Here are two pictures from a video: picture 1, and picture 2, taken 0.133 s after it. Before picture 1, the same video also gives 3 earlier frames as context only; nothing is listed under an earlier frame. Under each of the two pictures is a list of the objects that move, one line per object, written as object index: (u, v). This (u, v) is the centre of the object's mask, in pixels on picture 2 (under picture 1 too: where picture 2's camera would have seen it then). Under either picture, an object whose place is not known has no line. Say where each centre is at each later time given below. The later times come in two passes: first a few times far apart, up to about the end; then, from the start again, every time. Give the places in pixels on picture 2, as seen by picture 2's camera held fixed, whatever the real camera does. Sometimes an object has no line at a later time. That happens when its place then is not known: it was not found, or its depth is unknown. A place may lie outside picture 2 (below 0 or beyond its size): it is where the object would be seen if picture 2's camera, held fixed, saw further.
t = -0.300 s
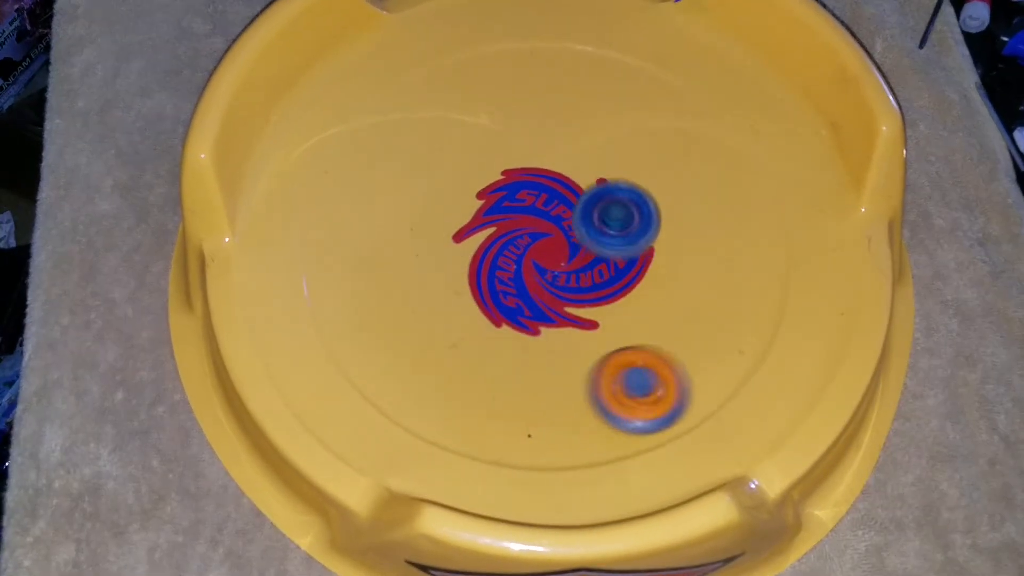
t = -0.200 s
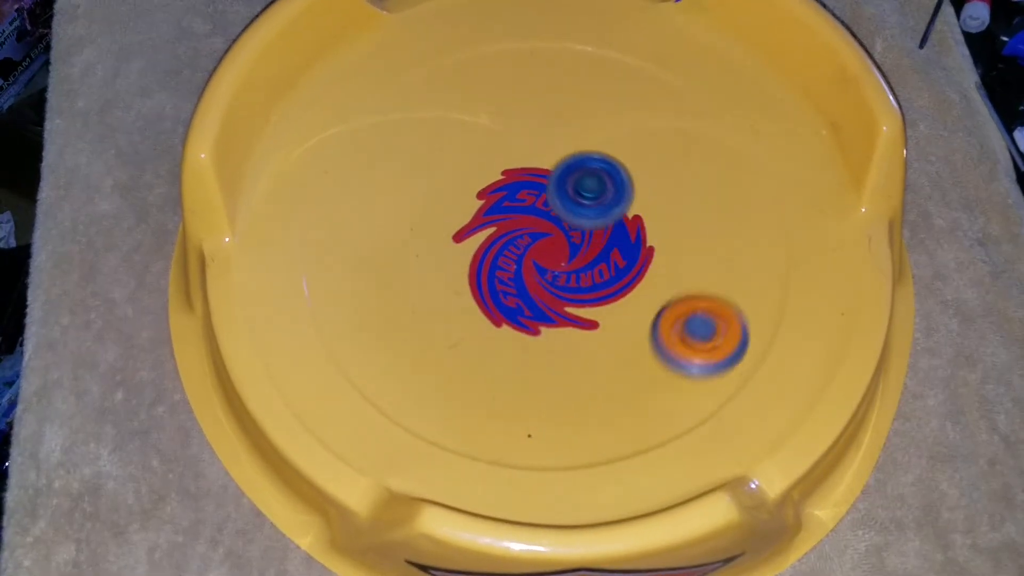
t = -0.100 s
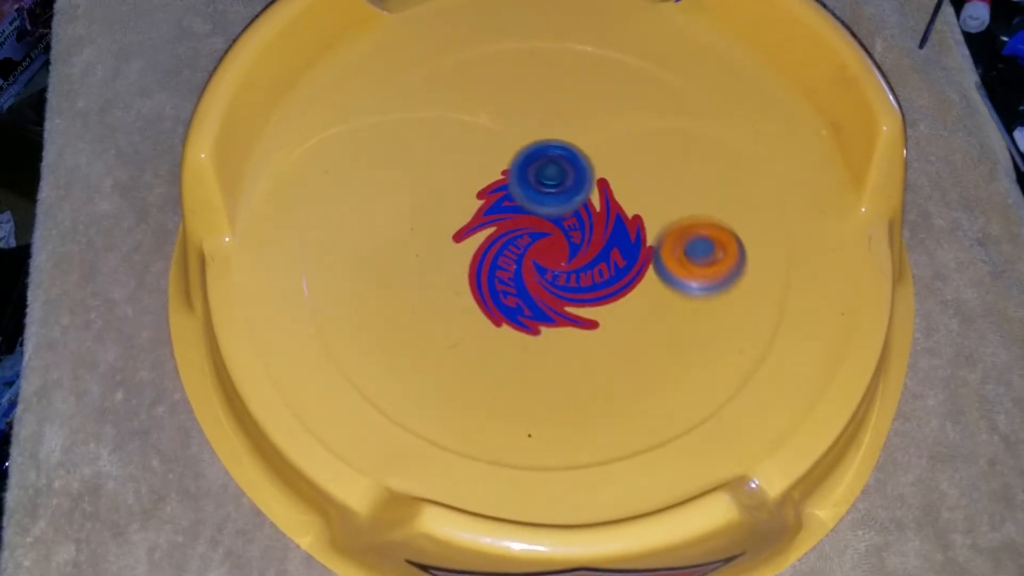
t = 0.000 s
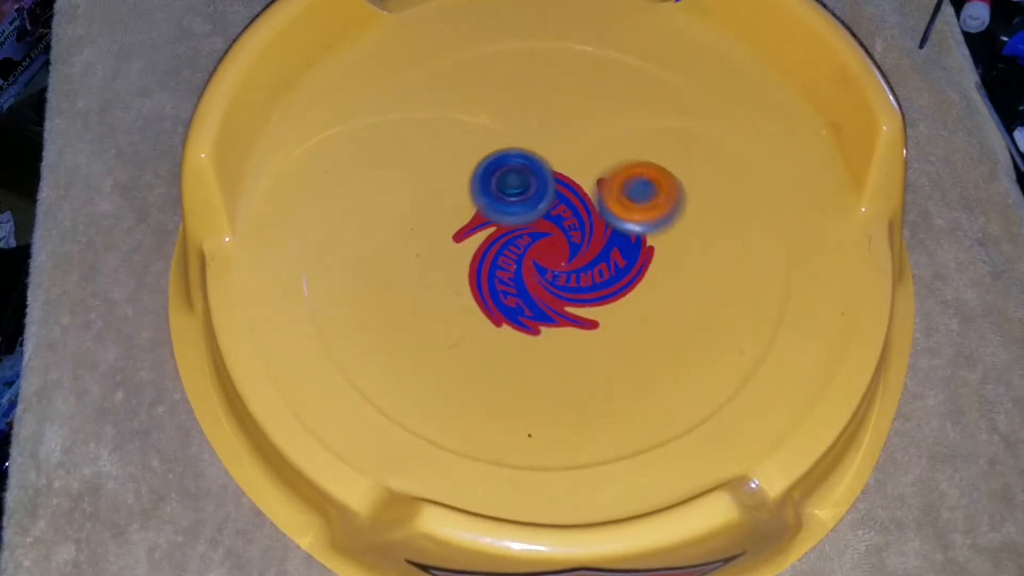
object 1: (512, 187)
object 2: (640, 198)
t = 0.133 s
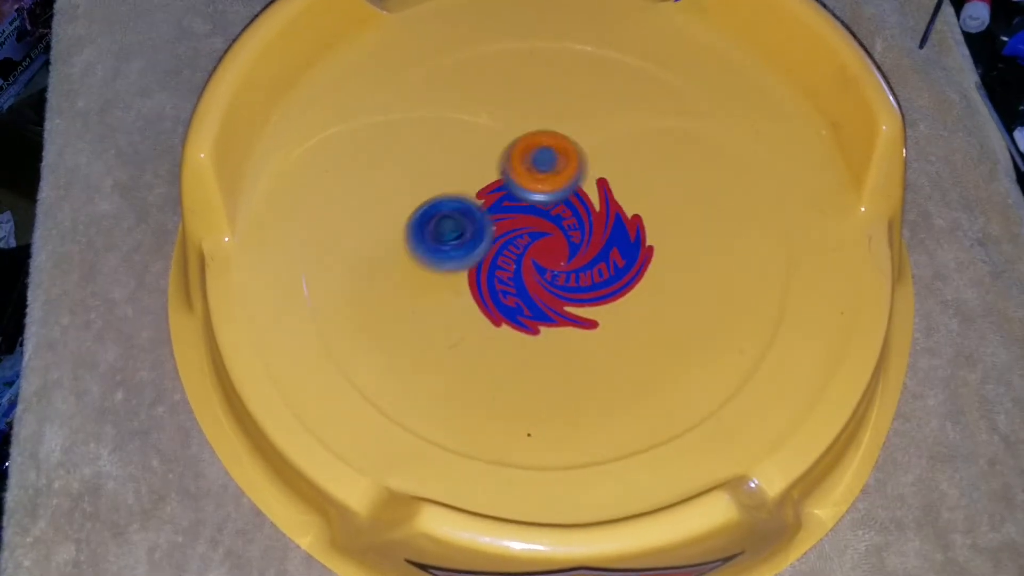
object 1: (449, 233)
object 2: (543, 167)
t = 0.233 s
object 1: (426, 276)
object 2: (470, 183)
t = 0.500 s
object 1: (471, 418)
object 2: (458, 317)
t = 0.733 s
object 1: (580, 424)
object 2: (618, 282)
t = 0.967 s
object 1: (623, 323)
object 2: (568, 159)
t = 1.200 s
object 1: (577, 211)
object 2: (452, 229)
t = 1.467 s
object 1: (479, 145)
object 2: (585, 323)
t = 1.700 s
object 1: (434, 182)
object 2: (629, 212)
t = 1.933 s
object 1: (470, 269)
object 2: (508, 202)
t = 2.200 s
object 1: (521, 434)
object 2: (540, 313)
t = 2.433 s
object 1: (568, 476)
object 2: (645, 282)
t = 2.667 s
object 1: (553, 421)
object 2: (560, 219)
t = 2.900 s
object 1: (543, 322)
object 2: (469, 277)
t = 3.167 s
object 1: (583, 220)
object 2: (524, 315)
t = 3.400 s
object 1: (577, 144)
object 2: (542, 232)
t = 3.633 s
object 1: (550, 131)
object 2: (482, 197)
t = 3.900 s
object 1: (584, 187)
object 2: (475, 262)
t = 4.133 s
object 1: (632, 229)
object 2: (542, 307)
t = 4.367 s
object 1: (736, 218)
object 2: (543, 278)
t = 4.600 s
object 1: (708, 222)
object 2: (518, 246)
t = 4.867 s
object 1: (588, 241)
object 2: (500, 223)
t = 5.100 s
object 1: (555, 305)
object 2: (469, 207)
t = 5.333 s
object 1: (575, 372)
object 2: (476, 204)
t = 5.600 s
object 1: (550, 339)
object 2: (518, 209)
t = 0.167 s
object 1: (437, 247)
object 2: (520, 168)
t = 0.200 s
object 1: (430, 262)
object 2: (495, 174)
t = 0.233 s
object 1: (426, 276)
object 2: (470, 183)
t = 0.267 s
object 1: (424, 291)
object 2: (448, 197)
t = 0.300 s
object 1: (424, 305)
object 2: (432, 216)
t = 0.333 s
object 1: (426, 318)
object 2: (421, 237)
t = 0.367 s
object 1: (432, 337)
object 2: (417, 256)
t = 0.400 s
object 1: (438, 369)
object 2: (419, 267)
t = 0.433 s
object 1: (448, 393)
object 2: (427, 283)
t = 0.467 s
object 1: (458, 407)
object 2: (439, 301)
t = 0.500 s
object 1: (471, 418)
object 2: (458, 317)
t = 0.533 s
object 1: (485, 427)
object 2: (481, 328)
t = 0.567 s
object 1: (499, 435)
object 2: (509, 335)
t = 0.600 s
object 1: (514, 441)
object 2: (537, 335)
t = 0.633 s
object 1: (534, 442)
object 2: (563, 328)
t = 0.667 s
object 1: (554, 438)
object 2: (586, 318)
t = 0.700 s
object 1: (568, 432)
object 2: (605, 301)
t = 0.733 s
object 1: (580, 424)
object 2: (618, 282)
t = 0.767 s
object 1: (591, 414)
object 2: (627, 262)
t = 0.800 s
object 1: (600, 402)
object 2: (630, 240)
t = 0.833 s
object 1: (608, 389)
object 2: (628, 219)
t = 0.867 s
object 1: (614, 374)
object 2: (619, 199)
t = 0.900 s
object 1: (619, 358)
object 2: (605, 182)
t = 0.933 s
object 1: (622, 341)
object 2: (588, 169)
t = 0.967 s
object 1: (623, 323)
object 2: (568, 159)
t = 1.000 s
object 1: (621, 306)
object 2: (545, 154)
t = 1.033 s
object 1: (617, 288)
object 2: (523, 155)
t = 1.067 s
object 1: (611, 271)
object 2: (503, 162)
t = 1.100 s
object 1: (604, 256)
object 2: (484, 173)
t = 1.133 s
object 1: (596, 239)
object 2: (468, 188)
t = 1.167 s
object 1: (586, 224)
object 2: (457, 207)
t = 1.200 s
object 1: (577, 211)
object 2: (452, 229)
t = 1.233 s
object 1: (566, 197)
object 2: (453, 251)
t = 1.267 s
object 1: (554, 185)
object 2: (462, 272)
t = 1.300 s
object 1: (542, 175)
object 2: (475, 290)
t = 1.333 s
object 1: (529, 166)
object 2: (491, 305)
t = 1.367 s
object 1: (517, 158)
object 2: (512, 317)
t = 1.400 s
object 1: (504, 152)
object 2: (535, 325)
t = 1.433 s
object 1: (492, 148)
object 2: (560, 326)
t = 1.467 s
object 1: (479, 145)
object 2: (585, 323)
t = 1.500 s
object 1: (468, 144)
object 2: (606, 314)
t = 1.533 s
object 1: (457, 146)
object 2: (624, 300)
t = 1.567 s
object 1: (448, 149)
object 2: (637, 284)
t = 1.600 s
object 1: (440, 154)
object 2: (644, 266)
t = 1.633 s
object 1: (436, 161)
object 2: (644, 247)
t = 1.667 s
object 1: (434, 171)
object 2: (639, 229)
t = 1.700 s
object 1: (434, 182)
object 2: (629, 212)
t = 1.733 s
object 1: (438, 194)
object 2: (613, 198)
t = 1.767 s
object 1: (444, 207)
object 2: (594, 188)
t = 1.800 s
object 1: (453, 218)
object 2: (572, 184)
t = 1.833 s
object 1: (463, 227)
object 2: (549, 184)
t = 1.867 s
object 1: (473, 236)
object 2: (530, 187)
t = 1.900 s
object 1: (468, 256)
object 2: (518, 193)
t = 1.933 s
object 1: (470, 269)
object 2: (508, 202)
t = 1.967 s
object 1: (476, 282)
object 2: (498, 214)
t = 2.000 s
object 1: (479, 303)
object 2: (494, 229)
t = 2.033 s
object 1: (486, 320)
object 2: (492, 245)
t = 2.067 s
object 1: (495, 335)
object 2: (493, 263)
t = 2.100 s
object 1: (500, 360)
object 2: (500, 277)
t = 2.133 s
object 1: (503, 391)
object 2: (509, 288)
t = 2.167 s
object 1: (511, 415)
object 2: (522, 302)
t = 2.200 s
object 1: (521, 434)
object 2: (540, 313)
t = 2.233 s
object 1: (532, 449)
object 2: (558, 320)
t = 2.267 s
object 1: (543, 459)
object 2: (578, 323)
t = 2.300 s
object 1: (549, 471)
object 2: (598, 321)
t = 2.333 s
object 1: (554, 480)
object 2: (616, 316)
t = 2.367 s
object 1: (561, 477)
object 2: (629, 307)
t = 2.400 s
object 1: (566, 475)
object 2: (639, 296)
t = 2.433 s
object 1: (568, 476)
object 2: (645, 282)
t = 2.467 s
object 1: (568, 475)
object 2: (645, 267)
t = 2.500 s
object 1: (567, 471)
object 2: (639, 252)
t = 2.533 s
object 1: (565, 464)
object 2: (628, 240)
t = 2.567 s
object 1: (562, 455)
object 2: (615, 231)
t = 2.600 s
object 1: (557, 445)
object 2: (597, 223)
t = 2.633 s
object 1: (555, 433)
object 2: (579, 219)
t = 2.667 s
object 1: (553, 421)
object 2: (560, 219)
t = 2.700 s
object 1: (551, 408)
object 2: (544, 222)
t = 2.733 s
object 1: (548, 395)
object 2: (527, 226)
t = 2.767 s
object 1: (547, 381)
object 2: (510, 232)
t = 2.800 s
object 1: (546, 367)
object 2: (494, 242)
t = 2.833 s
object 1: (545, 352)
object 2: (484, 253)
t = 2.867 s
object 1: (544, 338)
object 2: (474, 265)
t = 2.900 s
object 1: (543, 322)
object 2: (469, 277)
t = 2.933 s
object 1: (547, 308)
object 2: (463, 287)
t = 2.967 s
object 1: (560, 301)
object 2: (458, 297)
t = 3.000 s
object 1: (568, 289)
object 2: (462, 308)
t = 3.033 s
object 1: (572, 275)
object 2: (471, 316)
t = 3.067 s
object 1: (576, 261)
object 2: (482, 321)
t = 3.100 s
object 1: (579, 247)
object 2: (496, 323)
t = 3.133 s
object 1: (582, 233)
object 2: (511, 321)
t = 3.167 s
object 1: (583, 220)
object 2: (524, 315)
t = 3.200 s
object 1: (584, 207)
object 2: (535, 305)
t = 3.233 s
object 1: (585, 195)
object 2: (542, 294)
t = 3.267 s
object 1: (585, 183)
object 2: (548, 282)
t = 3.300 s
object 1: (583, 172)
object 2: (550, 269)
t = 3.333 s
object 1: (582, 162)
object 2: (550, 256)
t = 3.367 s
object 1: (580, 153)
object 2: (547, 243)
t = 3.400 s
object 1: (577, 144)
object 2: (542, 232)
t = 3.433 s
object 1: (573, 137)
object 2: (537, 220)
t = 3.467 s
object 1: (569, 132)
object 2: (530, 210)
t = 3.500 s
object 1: (565, 129)
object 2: (523, 202)
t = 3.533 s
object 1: (560, 127)
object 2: (513, 196)
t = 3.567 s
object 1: (554, 128)
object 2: (502, 193)
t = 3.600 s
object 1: (551, 129)
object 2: (491, 193)
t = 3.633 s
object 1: (550, 131)
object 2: (482, 197)
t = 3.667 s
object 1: (548, 136)
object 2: (475, 202)
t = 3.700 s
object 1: (547, 142)
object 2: (472, 204)
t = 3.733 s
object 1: (546, 151)
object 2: (469, 208)
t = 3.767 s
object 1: (546, 160)
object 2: (469, 215)
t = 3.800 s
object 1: (546, 171)
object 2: (473, 227)
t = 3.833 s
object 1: (549, 181)
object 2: (478, 237)
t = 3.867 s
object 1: (571, 182)
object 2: (474, 251)
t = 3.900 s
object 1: (584, 187)
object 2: (475, 262)
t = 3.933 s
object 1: (592, 192)
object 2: (479, 273)
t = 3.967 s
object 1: (600, 197)
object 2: (486, 283)
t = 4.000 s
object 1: (608, 203)
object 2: (494, 292)
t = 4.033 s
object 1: (614, 209)
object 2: (504, 300)
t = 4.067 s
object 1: (621, 215)
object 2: (516, 305)
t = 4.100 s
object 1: (626, 222)
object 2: (530, 308)
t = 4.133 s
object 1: (632, 229)
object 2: (542, 307)
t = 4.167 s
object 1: (635, 237)
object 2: (556, 305)
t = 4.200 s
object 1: (639, 243)
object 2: (565, 301)
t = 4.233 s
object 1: (676, 234)
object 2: (555, 302)
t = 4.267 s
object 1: (705, 228)
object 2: (550, 297)
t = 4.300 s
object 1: (721, 223)
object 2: (548, 291)
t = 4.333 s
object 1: (730, 220)
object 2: (547, 285)
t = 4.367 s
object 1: (736, 218)
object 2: (543, 278)
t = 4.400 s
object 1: (740, 216)
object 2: (538, 272)
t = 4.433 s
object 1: (742, 215)
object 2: (531, 265)
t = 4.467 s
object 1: (740, 215)
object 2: (525, 260)
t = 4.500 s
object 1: (736, 217)
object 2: (521, 256)
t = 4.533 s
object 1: (728, 218)
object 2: (519, 254)
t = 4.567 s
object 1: (719, 220)
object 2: (518, 251)
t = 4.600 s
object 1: (708, 222)
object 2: (518, 246)
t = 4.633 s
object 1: (696, 225)
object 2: (515, 241)
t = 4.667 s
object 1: (683, 228)
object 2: (511, 236)
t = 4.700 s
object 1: (669, 230)
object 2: (509, 232)
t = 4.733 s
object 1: (654, 232)
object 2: (507, 229)
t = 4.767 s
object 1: (639, 235)
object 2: (504, 226)
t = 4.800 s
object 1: (623, 237)
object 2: (503, 224)
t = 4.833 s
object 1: (605, 239)
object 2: (502, 223)
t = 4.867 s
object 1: (588, 241)
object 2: (500, 223)
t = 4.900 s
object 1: (585, 247)
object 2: (491, 221)
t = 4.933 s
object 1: (577, 251)
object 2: (487, 219)
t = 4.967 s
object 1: (564, 254)
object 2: (484, 221)
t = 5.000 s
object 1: (561, 262)
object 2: (478, 222)
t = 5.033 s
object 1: (553, 268)
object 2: (476, 222)
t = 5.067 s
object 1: (545, 272)
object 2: (475, 224)
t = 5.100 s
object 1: (555, 305)
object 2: (469, 207)
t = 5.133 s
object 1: (563, 332)
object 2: (464, 199)
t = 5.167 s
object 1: (570, 347)
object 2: (464, 193)
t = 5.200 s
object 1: (573, 354)
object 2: (471, 192)
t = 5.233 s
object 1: (575, 360)
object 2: (477, 196)
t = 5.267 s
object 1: (576, 365)
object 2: (477, 202)
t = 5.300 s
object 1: (576, 369)
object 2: (476, 205)
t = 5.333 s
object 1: (575, 372)
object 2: (476, 204)
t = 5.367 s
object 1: (574, 374)
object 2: (476, 205)
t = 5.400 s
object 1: (571, 373)
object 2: (478, 206)
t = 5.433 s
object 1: (567, 370)
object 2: (481, 209)
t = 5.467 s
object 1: (564, 367)
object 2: (486, 213)
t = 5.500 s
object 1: (560, 361)
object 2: (493, 216)
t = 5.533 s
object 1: (556, 355)
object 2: (503, 217)
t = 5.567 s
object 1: (553, 347)
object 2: (512, 215)
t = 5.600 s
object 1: (550, 339)
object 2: (518, 209)
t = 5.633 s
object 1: (548, 331)
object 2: (519, 205)
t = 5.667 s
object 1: (546, 321)
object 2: (517, 201)
